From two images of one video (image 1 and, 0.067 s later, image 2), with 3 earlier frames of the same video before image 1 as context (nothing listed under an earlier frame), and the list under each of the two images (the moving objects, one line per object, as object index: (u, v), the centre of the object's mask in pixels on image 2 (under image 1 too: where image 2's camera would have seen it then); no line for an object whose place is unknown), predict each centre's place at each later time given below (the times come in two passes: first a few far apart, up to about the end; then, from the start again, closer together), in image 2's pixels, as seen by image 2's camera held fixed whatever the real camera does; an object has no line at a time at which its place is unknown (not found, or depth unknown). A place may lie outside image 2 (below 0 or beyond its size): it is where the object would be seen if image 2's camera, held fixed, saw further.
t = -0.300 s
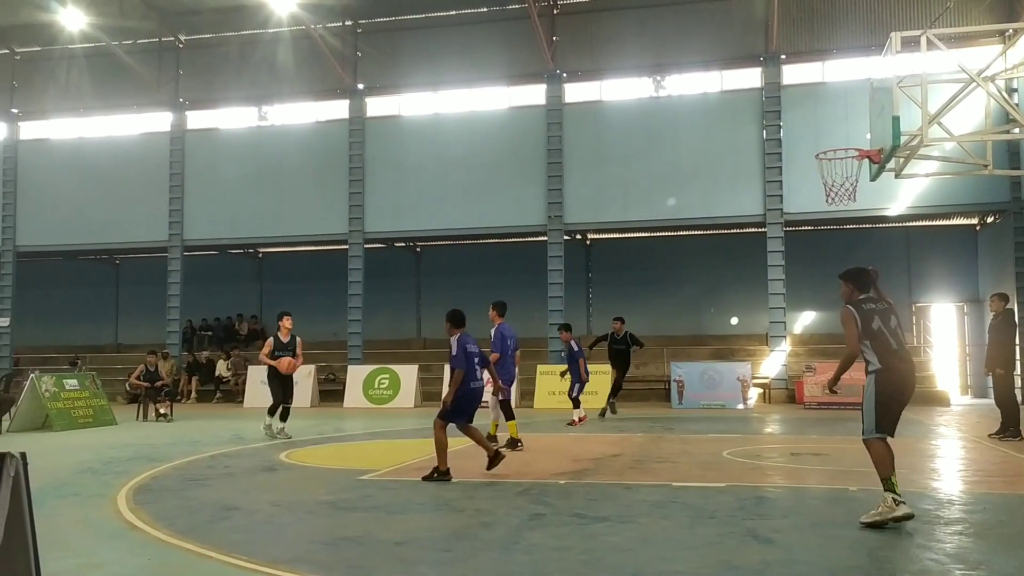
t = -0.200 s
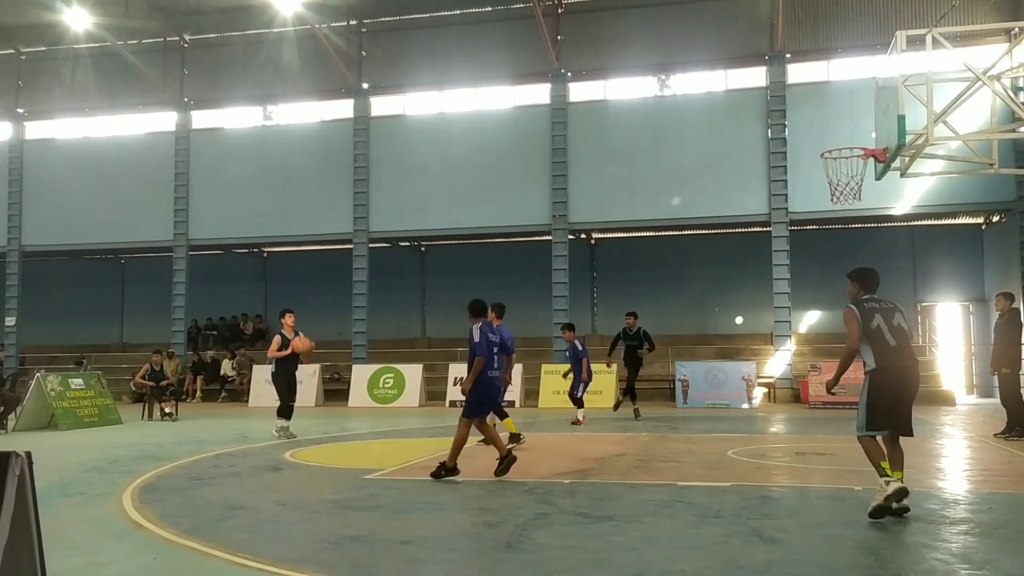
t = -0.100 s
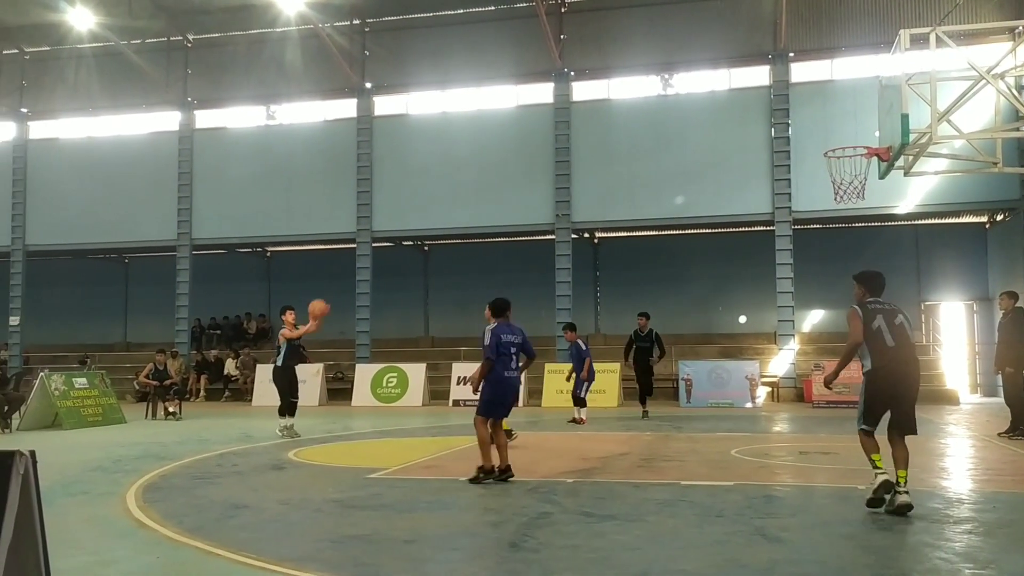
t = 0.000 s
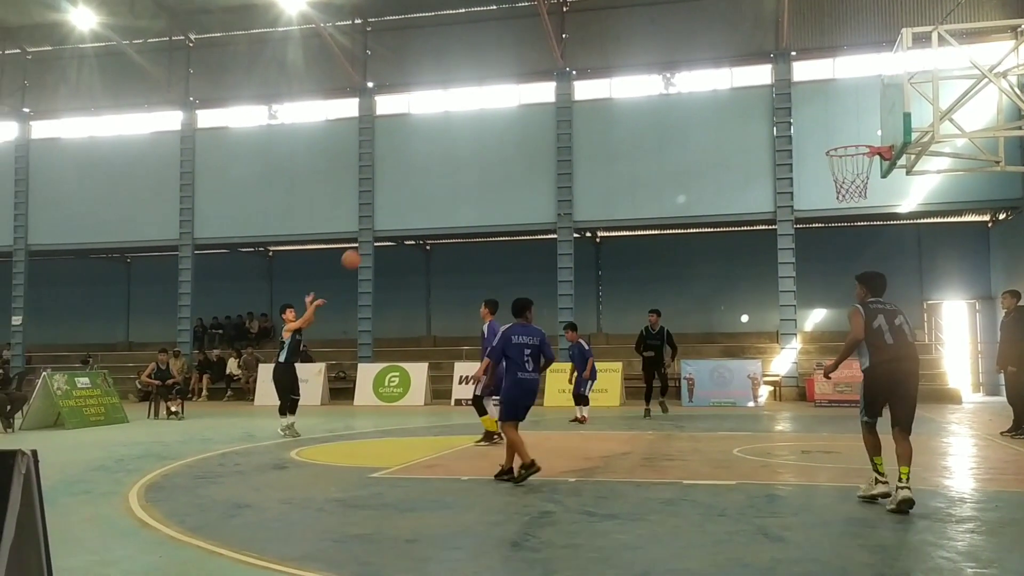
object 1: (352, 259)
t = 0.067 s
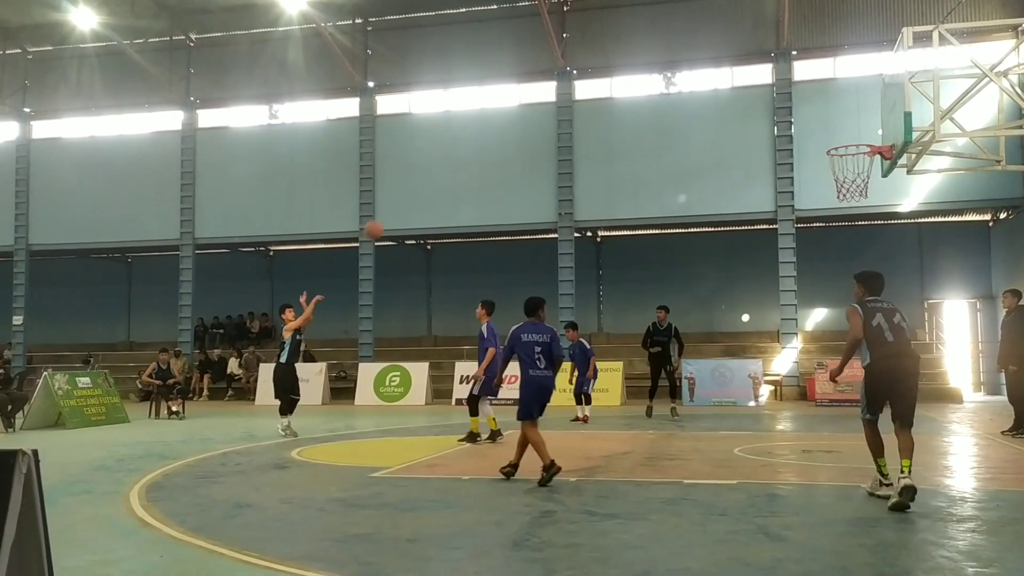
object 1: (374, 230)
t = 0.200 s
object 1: (419, 179)
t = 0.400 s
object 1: (490, 124)
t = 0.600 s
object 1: (567, 98)
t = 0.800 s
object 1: (655, 107)
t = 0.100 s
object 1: (385, 216)
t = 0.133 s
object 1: (396, 203)
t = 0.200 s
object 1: (419, 179)
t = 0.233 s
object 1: (430, 168)
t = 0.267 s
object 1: (442, 157)
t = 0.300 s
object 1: (454, 148)
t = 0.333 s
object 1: (466, 139)
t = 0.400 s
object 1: (490, 124)
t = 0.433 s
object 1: (503, 118)
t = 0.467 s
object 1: (516, 114)
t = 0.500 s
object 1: (528, 108)
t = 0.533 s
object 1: (542, 104)
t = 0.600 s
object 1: (567, 98)
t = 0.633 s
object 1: (581, 98)
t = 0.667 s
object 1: (597, 98)
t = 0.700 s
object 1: (611, 100)
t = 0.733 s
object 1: (625, 102)
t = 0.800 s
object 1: (655, 107)
